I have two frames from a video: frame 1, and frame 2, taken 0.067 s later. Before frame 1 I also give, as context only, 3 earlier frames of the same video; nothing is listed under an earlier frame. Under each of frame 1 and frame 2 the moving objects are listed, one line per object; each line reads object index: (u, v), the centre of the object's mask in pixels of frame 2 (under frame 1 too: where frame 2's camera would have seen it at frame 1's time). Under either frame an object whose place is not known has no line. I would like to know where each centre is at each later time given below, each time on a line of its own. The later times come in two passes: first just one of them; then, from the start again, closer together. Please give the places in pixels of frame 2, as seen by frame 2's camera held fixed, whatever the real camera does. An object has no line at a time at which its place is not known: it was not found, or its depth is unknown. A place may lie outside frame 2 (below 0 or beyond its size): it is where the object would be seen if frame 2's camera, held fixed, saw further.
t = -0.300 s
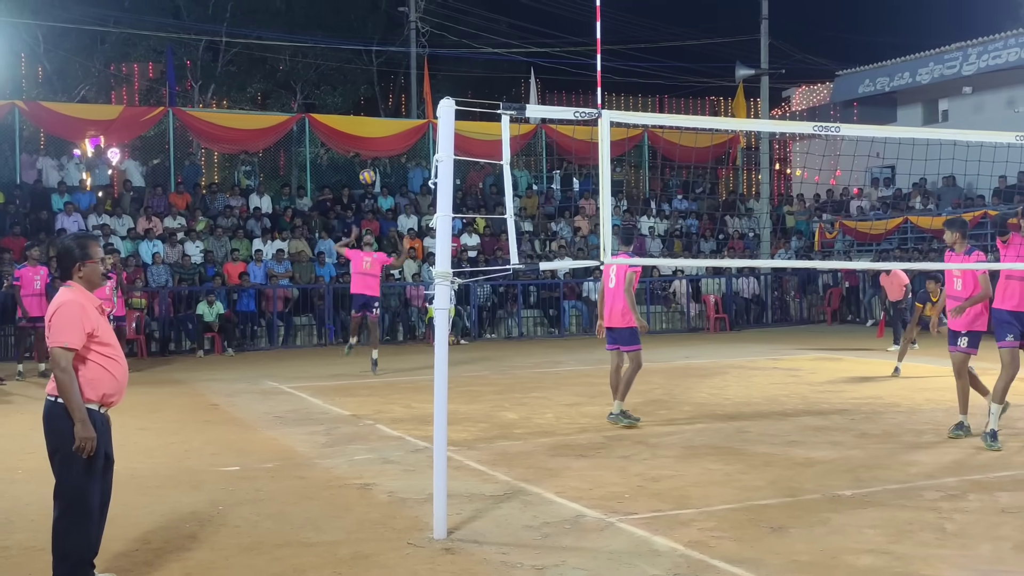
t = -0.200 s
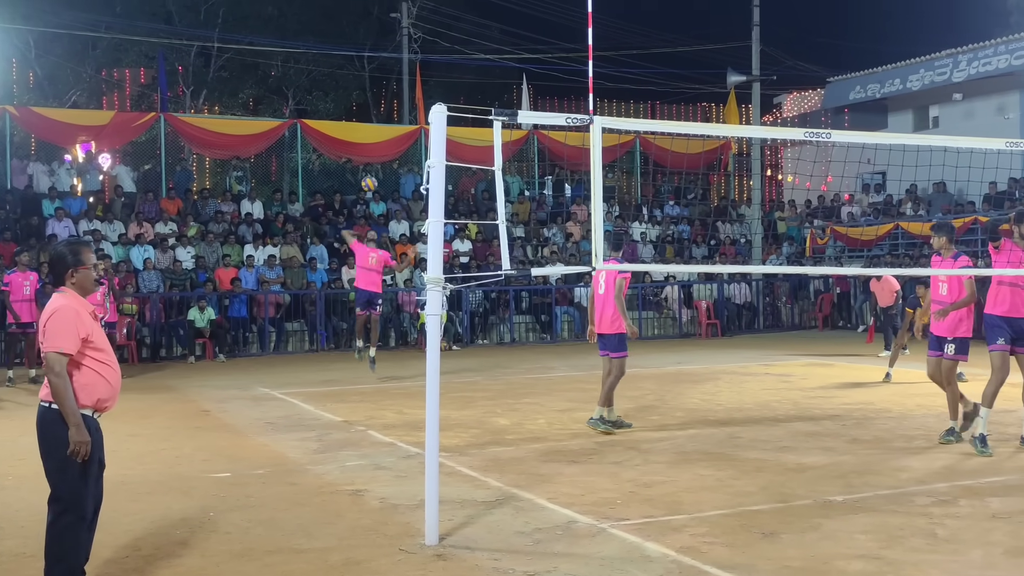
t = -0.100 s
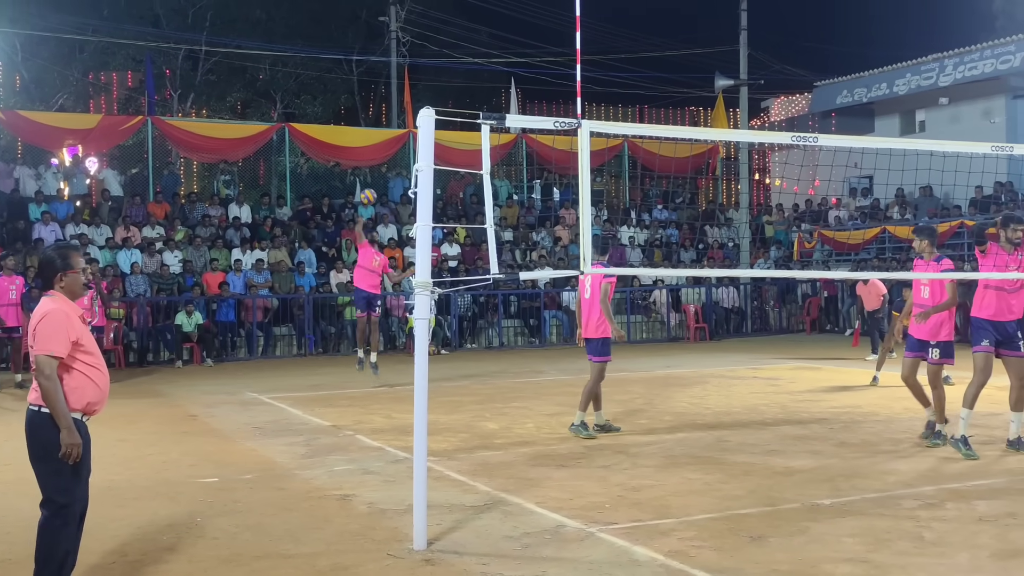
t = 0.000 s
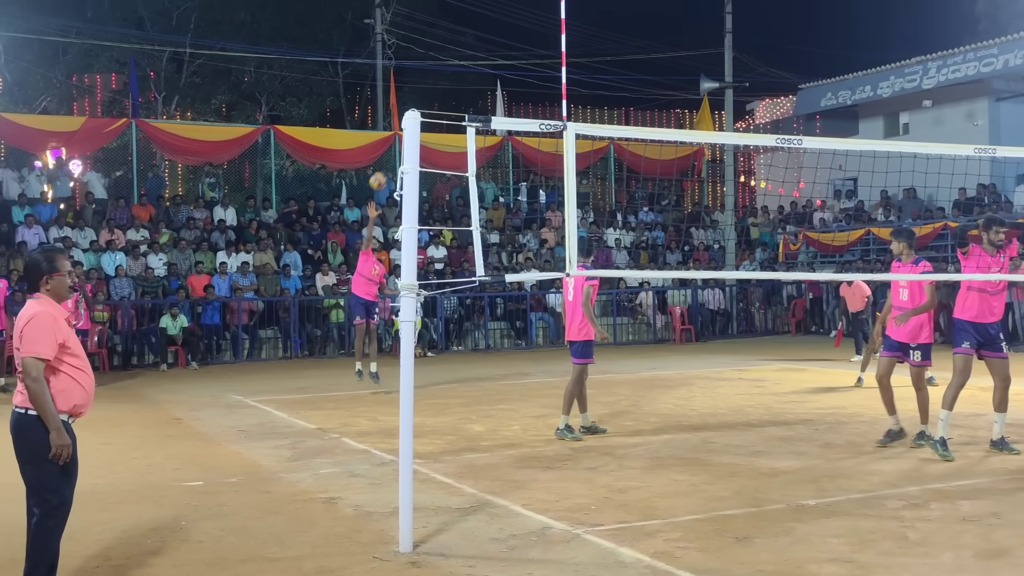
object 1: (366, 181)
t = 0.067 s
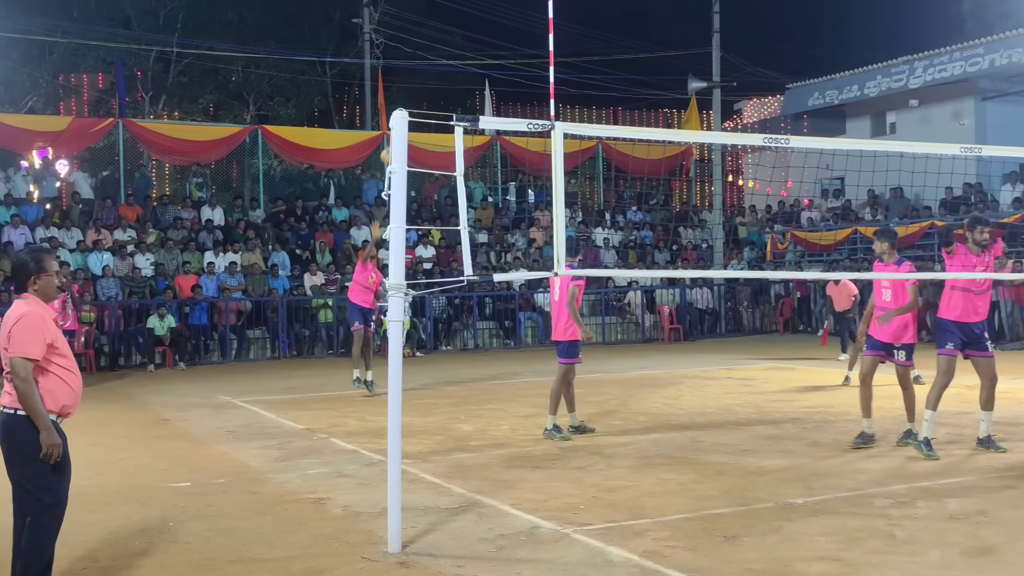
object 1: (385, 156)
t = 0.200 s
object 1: (446, 108)
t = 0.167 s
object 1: (431, 119)
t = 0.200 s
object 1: (446, 108)
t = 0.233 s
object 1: (461, 97)
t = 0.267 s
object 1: (475, 86)
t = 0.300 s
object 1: (492, 76)
